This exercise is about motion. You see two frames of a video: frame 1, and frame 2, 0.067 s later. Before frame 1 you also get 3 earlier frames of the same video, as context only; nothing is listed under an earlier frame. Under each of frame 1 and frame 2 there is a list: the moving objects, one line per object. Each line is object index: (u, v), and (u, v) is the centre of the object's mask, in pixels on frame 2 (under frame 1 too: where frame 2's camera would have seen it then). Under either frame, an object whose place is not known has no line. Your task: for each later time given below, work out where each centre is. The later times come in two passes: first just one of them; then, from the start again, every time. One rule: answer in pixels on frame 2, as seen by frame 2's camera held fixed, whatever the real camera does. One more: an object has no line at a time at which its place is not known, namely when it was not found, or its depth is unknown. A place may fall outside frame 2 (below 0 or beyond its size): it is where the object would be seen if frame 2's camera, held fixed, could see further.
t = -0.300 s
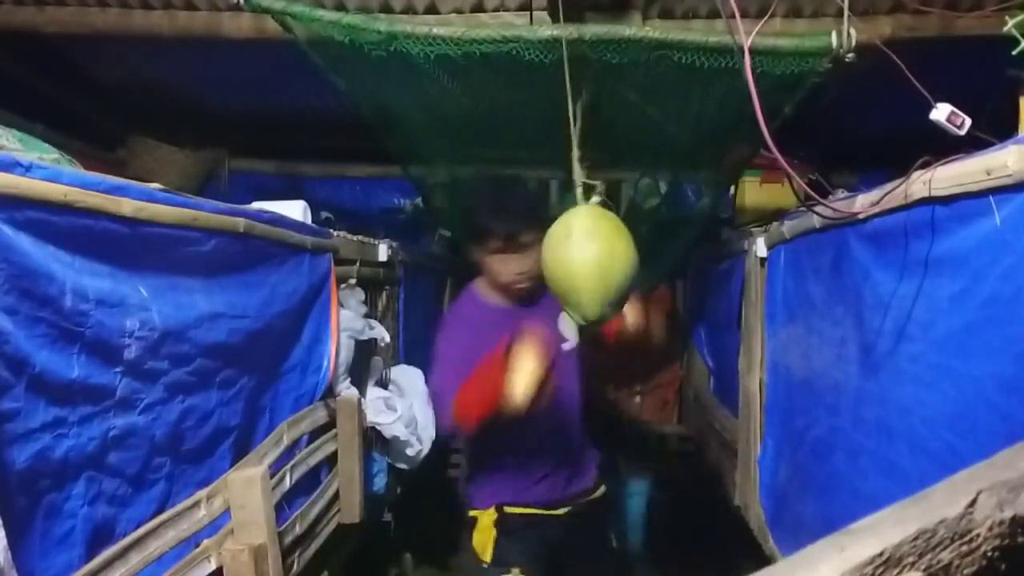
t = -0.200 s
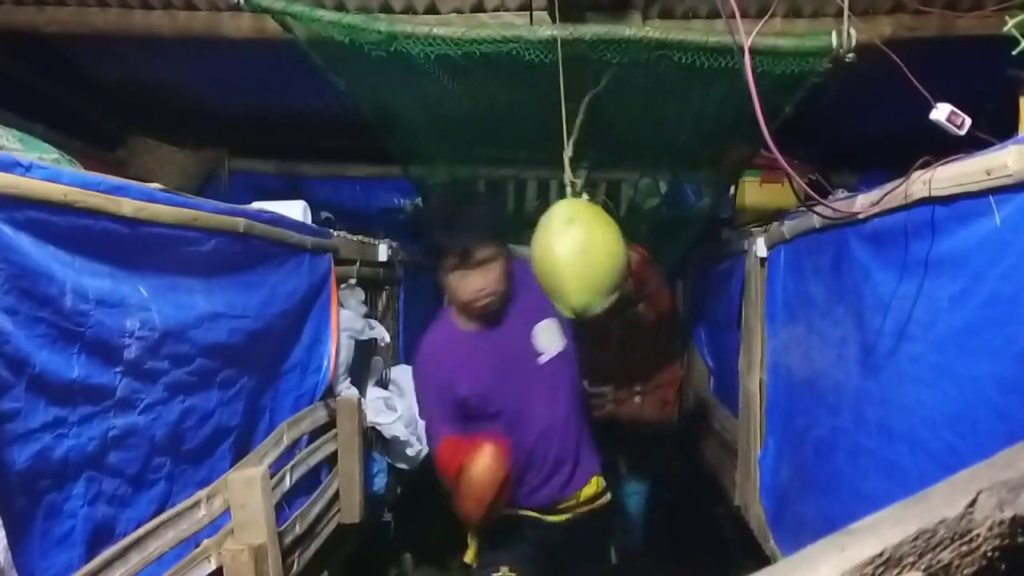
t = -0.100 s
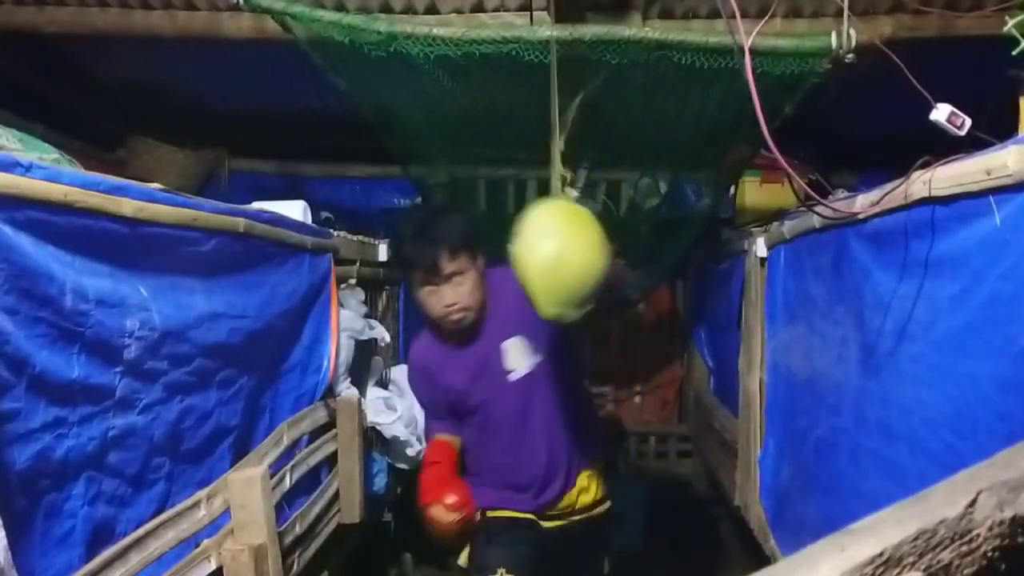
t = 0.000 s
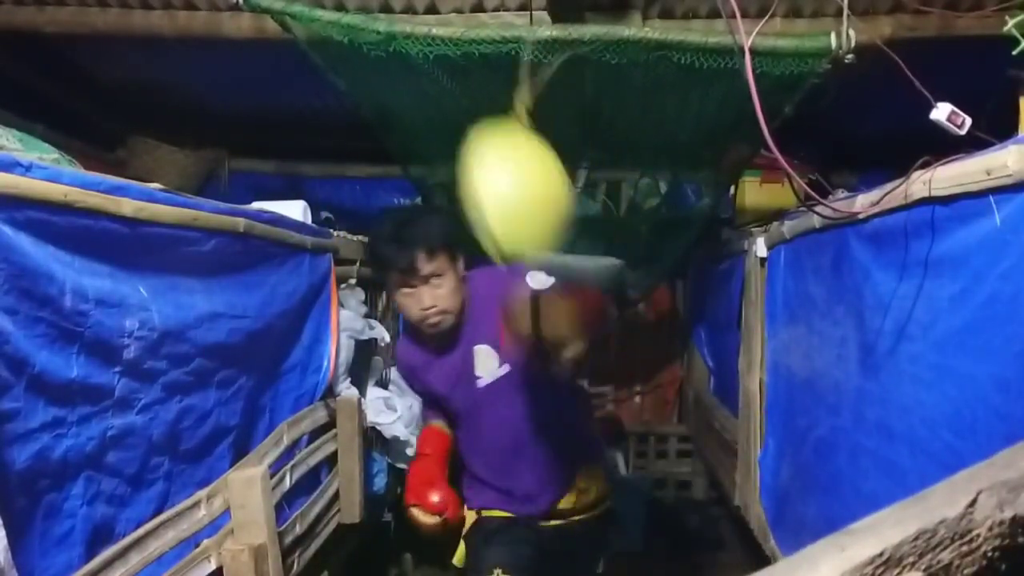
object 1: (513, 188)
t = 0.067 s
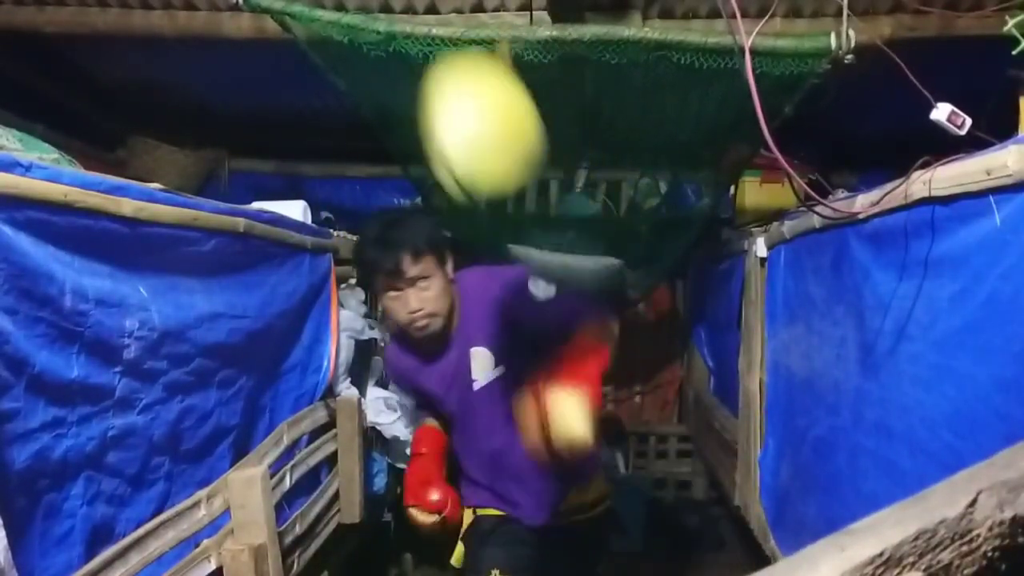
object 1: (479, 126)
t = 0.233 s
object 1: (401, 27)
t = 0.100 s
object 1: (461, 94)
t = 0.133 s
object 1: (445, 67)
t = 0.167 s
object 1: (431, 50)
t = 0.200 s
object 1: (415, 37)
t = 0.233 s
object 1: (401, 27)
